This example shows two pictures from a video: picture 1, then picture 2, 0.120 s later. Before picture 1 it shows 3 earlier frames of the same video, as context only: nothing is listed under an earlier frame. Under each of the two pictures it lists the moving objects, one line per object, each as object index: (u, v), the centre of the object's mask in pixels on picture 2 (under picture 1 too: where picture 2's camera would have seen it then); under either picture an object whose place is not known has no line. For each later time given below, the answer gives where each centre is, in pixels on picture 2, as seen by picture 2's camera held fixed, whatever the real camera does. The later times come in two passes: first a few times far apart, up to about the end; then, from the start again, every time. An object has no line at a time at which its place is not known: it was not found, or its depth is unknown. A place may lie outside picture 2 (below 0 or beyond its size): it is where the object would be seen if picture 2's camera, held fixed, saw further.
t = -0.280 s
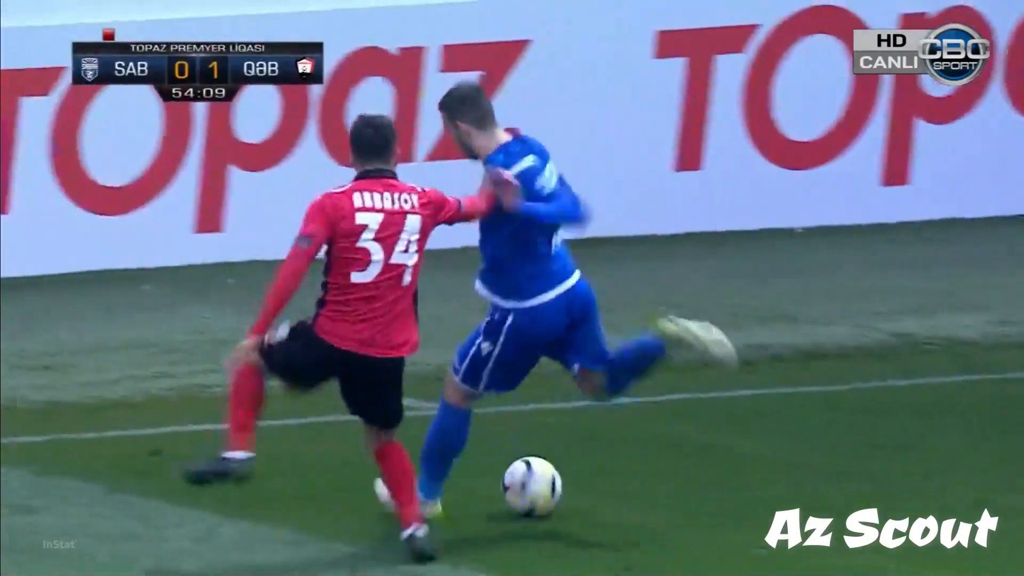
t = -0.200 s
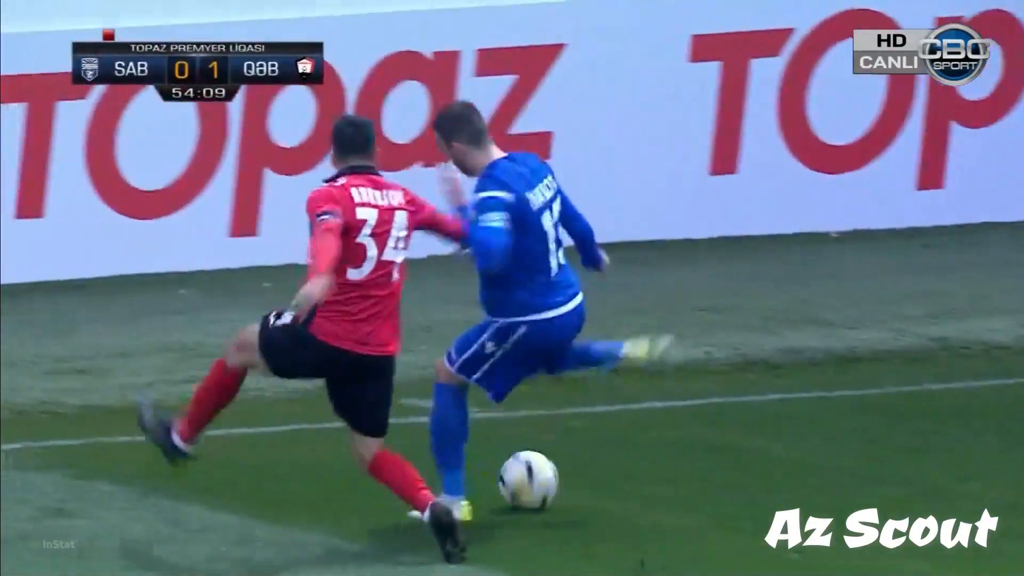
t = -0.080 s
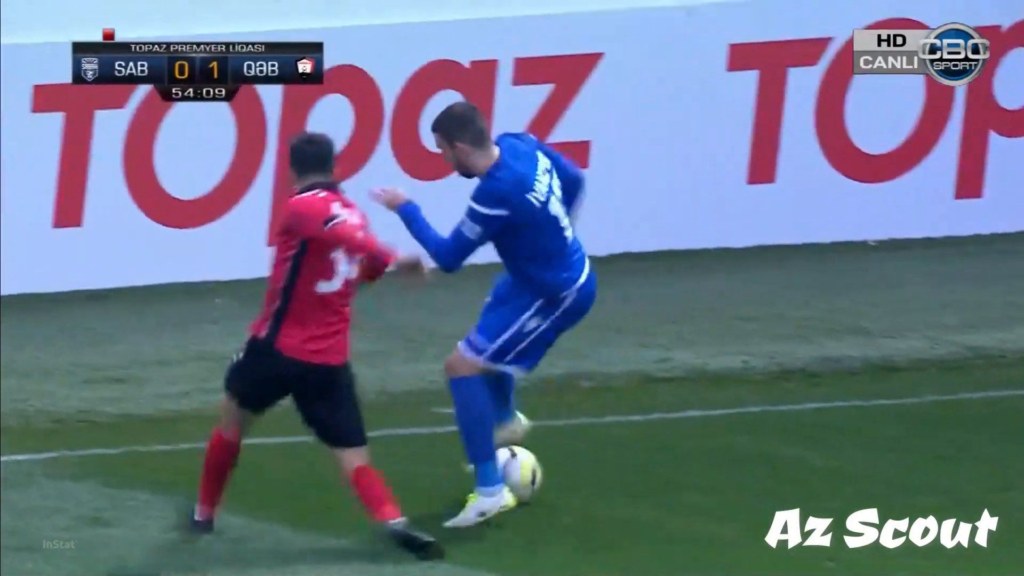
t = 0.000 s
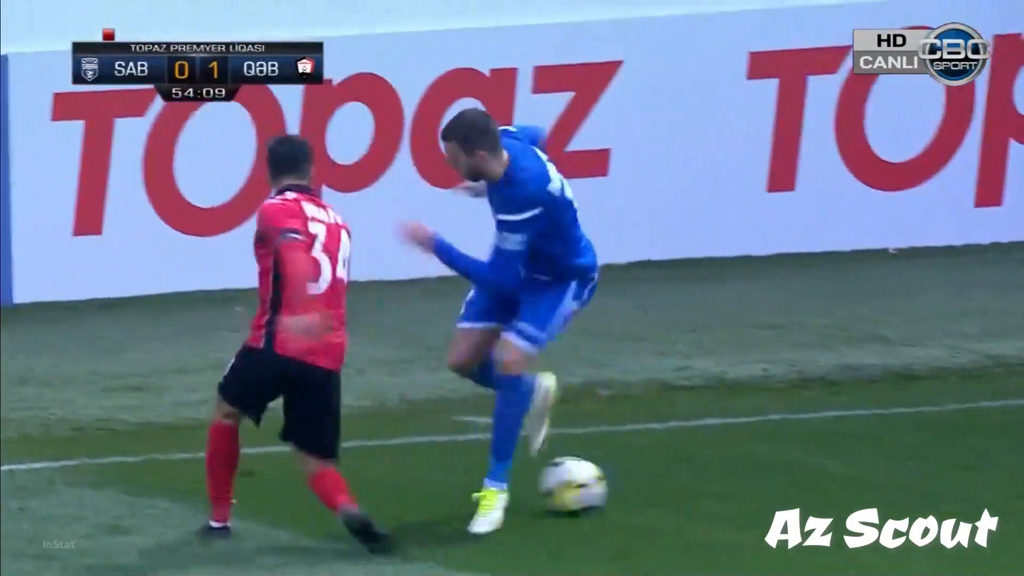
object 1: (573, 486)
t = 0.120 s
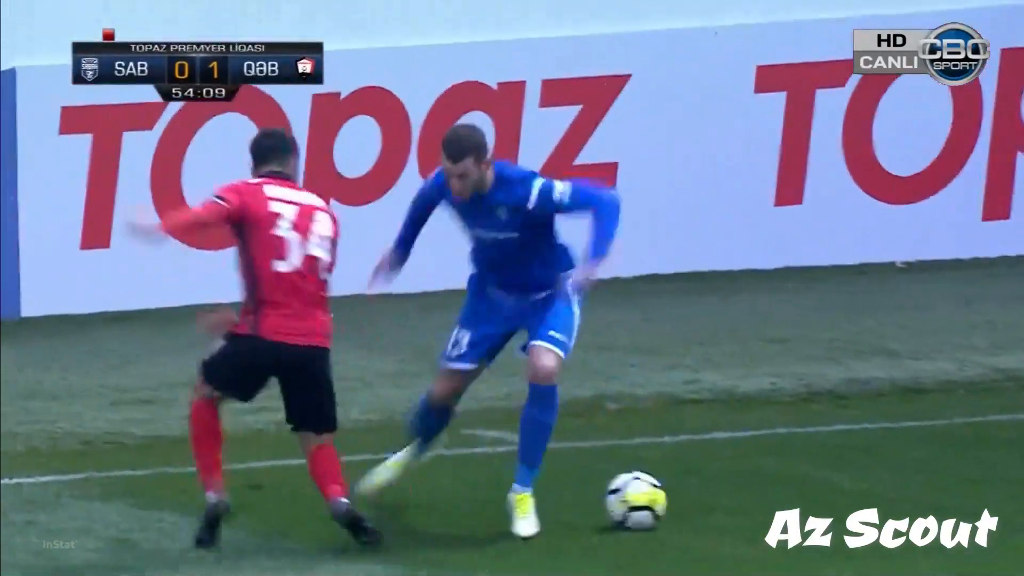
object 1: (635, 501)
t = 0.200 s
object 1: (644, 505)
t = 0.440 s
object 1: (620, 518)
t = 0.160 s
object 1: (641, 504)
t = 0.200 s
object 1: (644, 505)
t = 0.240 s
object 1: (646, 508)
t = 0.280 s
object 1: (642, 508)
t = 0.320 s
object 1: (637, 511)
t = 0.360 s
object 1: (632, 514)
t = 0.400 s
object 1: (626, 516)
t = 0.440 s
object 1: (620, 518)
